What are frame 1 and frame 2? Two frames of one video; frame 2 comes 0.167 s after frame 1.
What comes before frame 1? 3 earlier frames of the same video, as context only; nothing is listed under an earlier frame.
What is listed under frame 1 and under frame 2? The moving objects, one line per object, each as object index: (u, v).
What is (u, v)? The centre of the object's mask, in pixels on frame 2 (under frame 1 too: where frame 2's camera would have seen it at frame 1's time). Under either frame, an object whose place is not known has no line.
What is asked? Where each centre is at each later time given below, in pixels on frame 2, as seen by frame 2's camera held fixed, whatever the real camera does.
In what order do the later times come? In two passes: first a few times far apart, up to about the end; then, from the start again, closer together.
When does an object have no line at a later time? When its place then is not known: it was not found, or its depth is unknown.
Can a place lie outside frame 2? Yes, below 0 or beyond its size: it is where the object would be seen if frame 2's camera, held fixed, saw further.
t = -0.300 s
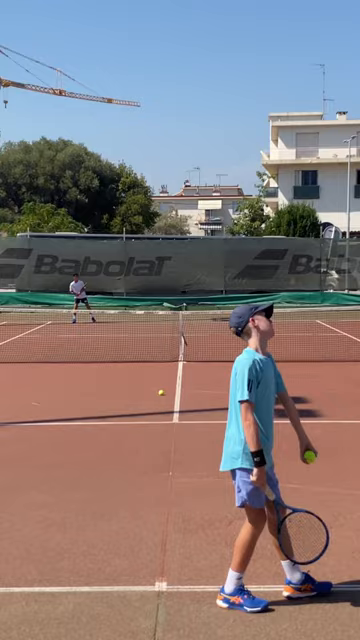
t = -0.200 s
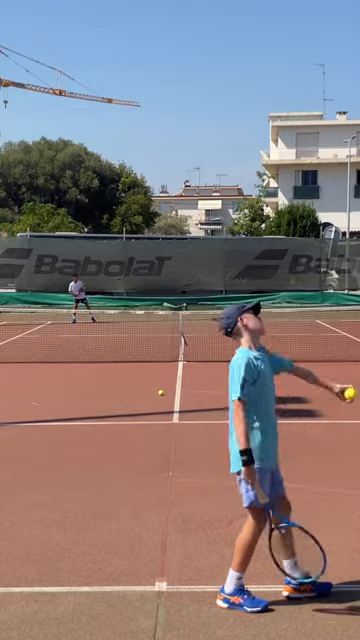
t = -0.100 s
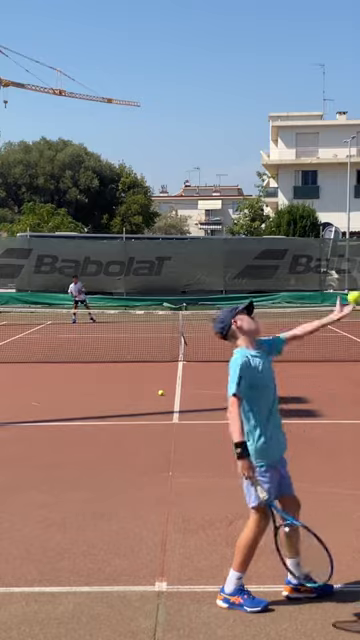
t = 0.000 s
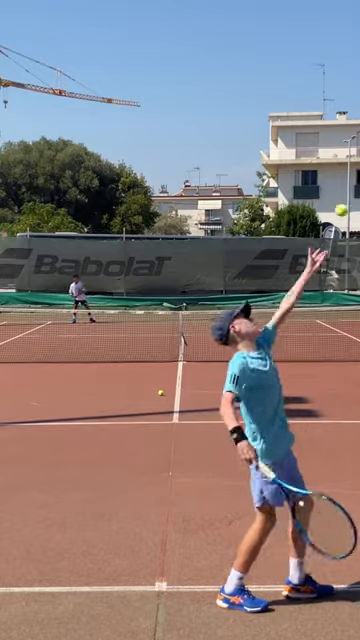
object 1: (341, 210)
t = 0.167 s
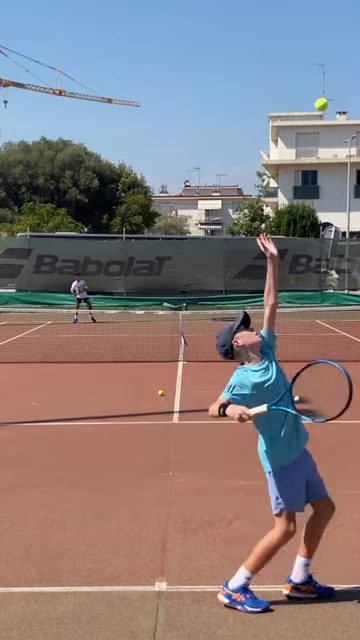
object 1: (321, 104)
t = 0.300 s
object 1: (305, 55)
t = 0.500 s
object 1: (281, 44)
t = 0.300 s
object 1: (305, 55)
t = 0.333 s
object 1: (301, 48)
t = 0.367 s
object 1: (297, 43)
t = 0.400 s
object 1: (293, 40)
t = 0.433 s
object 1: (289, 40)
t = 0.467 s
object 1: (285, 41)
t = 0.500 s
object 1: (281, 44)
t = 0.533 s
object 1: (277, 49)
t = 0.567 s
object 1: (273, 56)
